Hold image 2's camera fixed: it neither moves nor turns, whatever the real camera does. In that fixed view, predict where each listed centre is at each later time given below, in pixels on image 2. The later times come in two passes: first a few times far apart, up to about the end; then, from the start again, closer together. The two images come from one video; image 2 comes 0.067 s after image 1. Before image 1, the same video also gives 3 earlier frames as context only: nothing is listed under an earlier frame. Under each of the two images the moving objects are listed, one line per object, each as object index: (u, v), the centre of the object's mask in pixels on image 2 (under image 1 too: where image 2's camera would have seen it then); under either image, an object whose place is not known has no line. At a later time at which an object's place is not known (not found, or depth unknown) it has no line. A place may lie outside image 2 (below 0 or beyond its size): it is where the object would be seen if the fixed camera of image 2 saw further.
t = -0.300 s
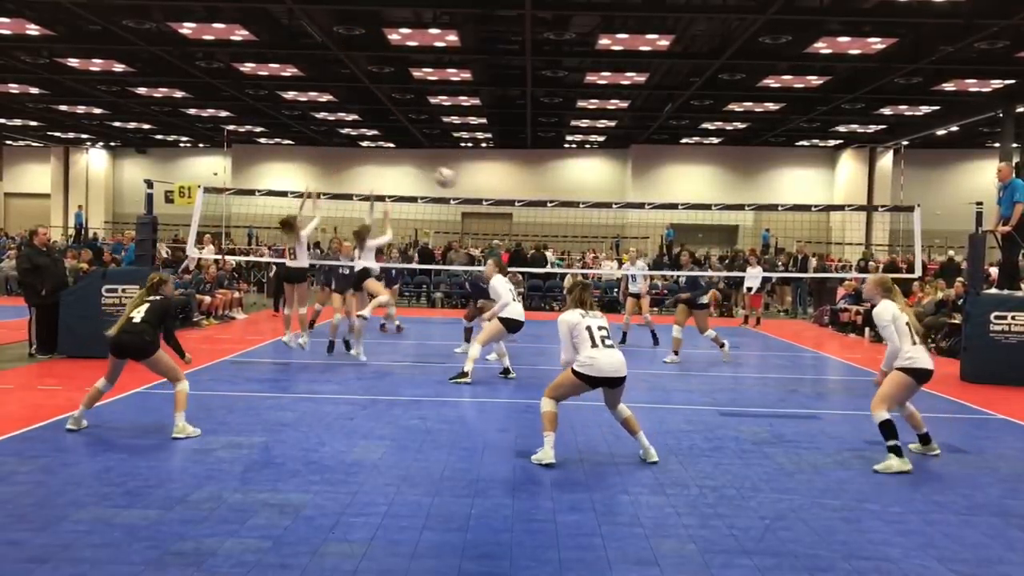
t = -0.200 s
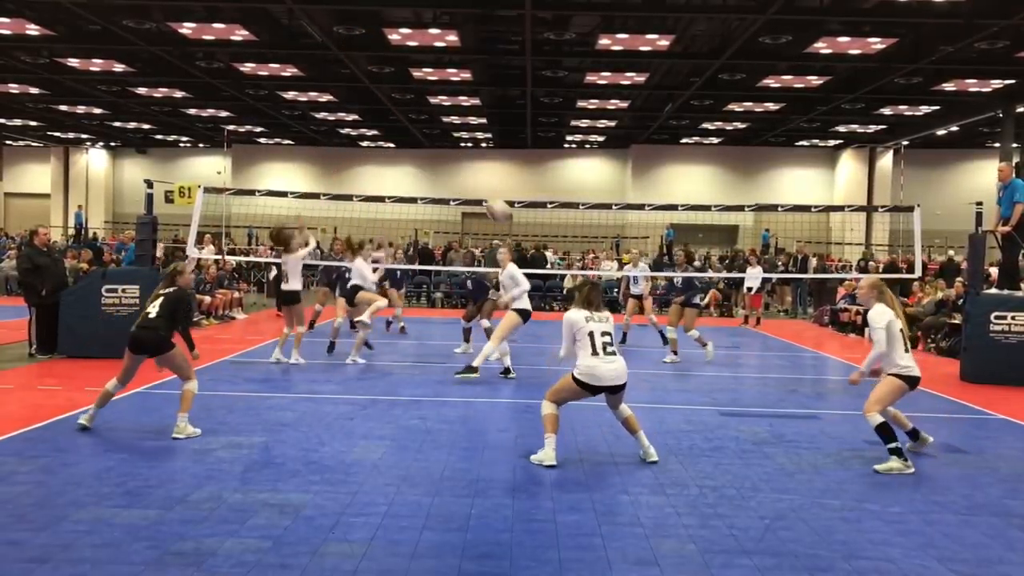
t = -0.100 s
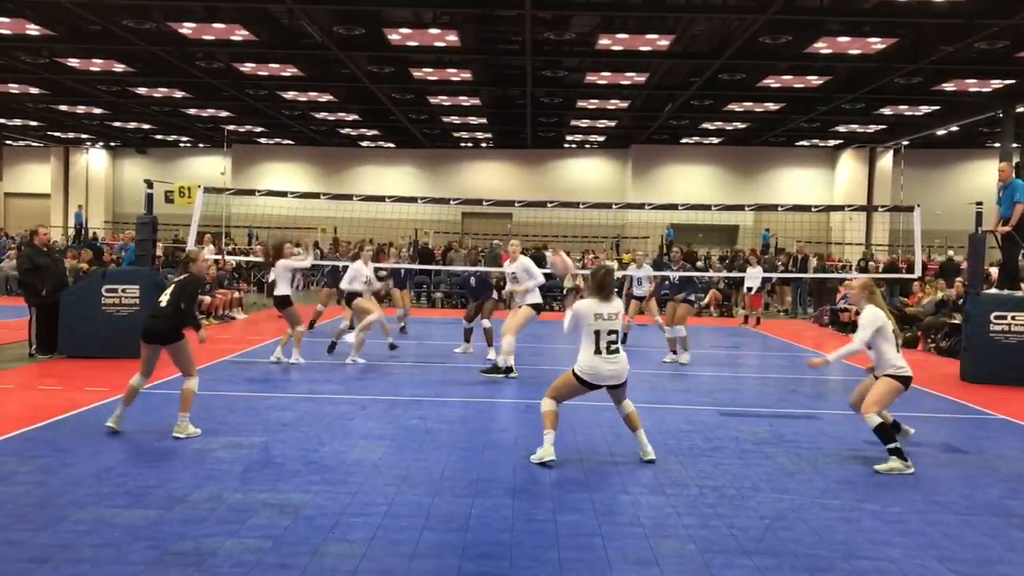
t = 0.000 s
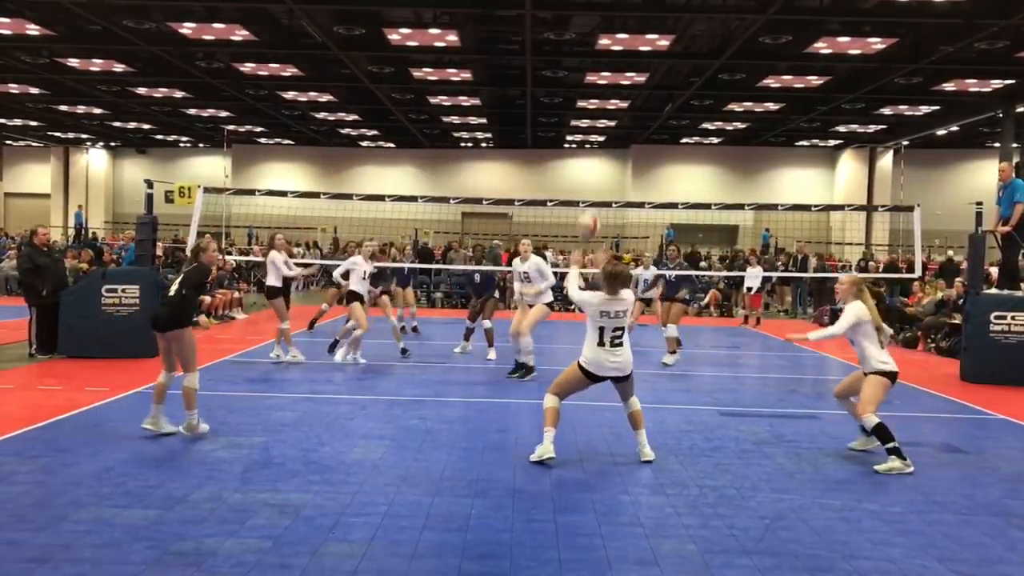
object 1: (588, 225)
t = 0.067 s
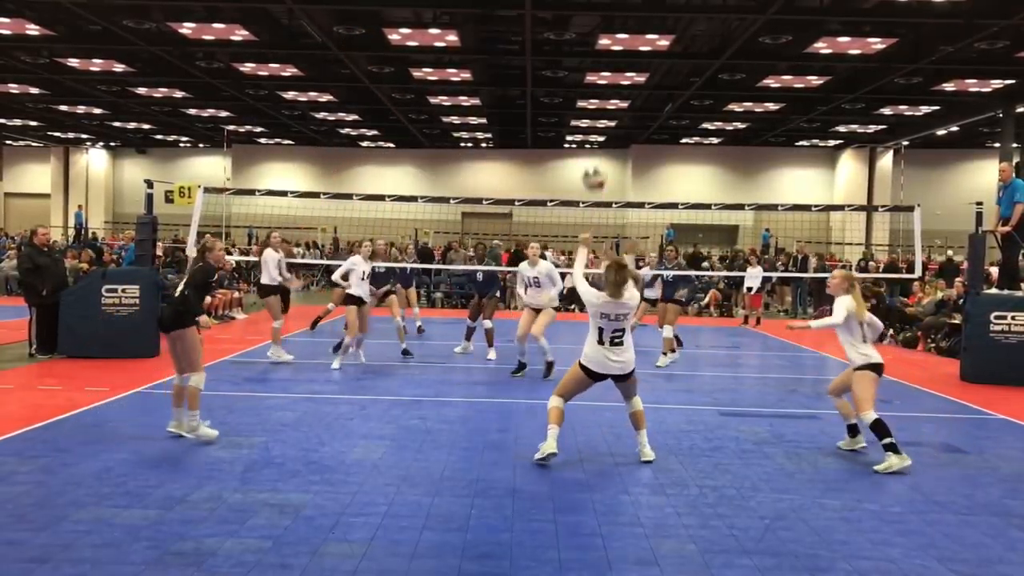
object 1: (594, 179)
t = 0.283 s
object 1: (614, 62)
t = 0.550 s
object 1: (632, 5)
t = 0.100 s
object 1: (598, 154)
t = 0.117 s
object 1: (600, 143)
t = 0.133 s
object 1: (600, 135)
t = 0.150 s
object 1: (602, 125)
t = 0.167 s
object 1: (603, 117)
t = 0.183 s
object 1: (605, 107)
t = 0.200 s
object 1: (606, 99)
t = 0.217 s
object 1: (607, 90)
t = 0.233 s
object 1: (608, 82)
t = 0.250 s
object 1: (610, 75)
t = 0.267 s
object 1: (612, 67)
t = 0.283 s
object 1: (614, 62)
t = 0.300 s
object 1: (614, 55)
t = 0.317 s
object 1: (614, 49)
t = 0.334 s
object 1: (617, 43)
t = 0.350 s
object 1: (618, 36)
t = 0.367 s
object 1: (619, 31)
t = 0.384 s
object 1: (620, 28)
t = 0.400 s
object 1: (622, 22)
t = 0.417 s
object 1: (623, 19)
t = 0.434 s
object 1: (624, 16)
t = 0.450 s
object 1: (625, 12)
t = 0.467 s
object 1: (626, 10)
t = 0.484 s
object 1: (627, 9)
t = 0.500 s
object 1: (628, 8)
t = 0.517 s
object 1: (630, 7)
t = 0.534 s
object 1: (631, 6)
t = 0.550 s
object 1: (632, 5)
